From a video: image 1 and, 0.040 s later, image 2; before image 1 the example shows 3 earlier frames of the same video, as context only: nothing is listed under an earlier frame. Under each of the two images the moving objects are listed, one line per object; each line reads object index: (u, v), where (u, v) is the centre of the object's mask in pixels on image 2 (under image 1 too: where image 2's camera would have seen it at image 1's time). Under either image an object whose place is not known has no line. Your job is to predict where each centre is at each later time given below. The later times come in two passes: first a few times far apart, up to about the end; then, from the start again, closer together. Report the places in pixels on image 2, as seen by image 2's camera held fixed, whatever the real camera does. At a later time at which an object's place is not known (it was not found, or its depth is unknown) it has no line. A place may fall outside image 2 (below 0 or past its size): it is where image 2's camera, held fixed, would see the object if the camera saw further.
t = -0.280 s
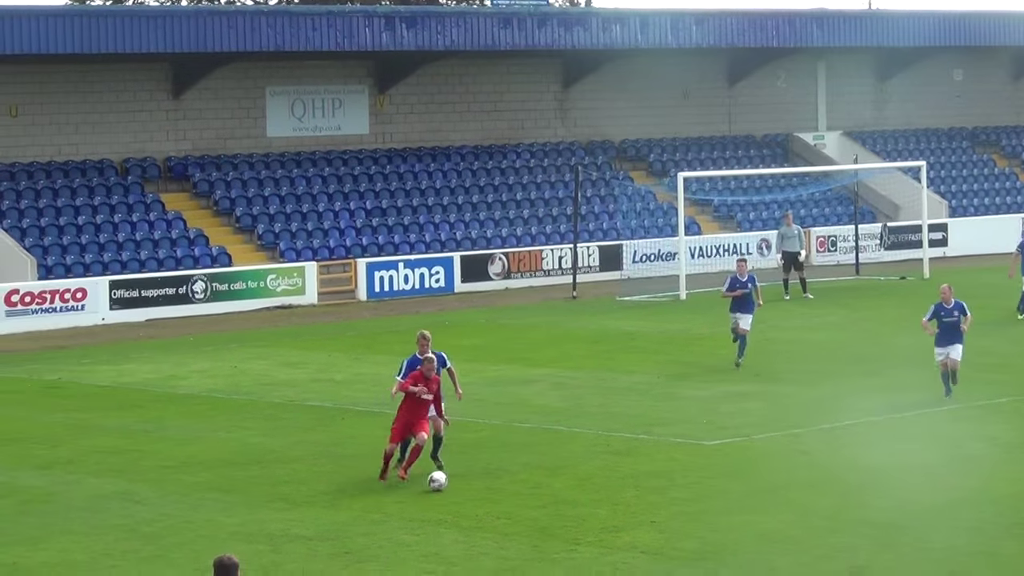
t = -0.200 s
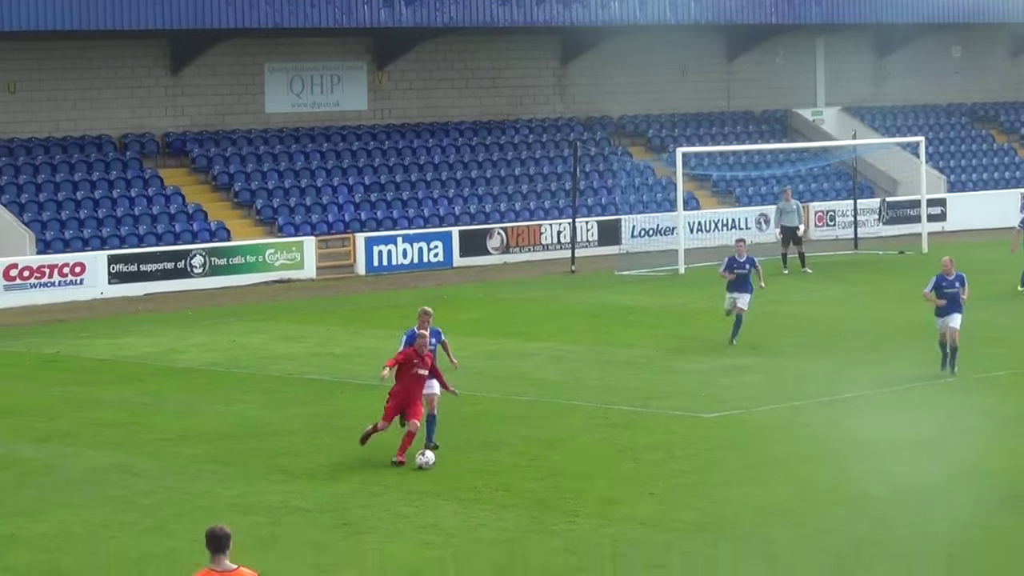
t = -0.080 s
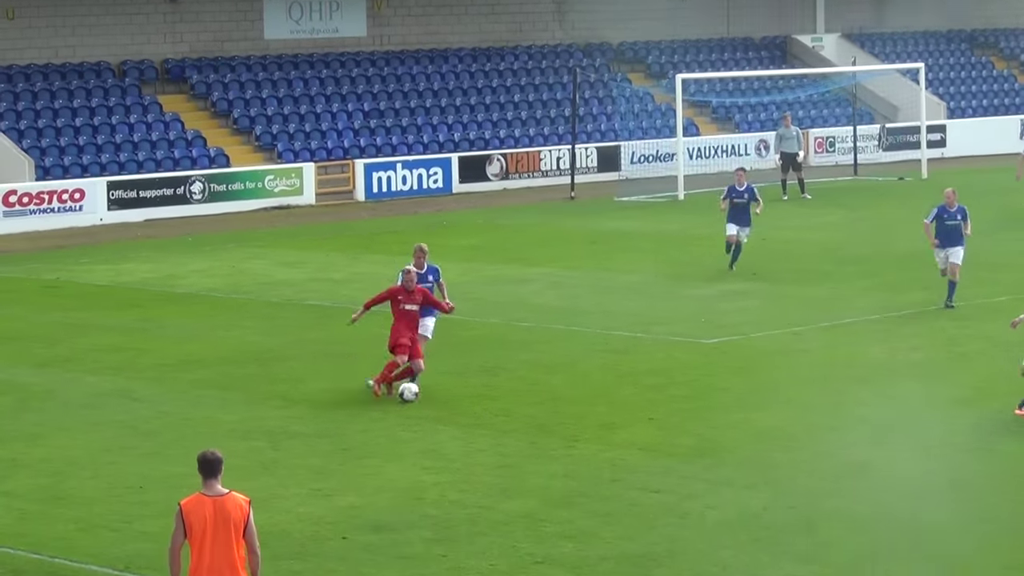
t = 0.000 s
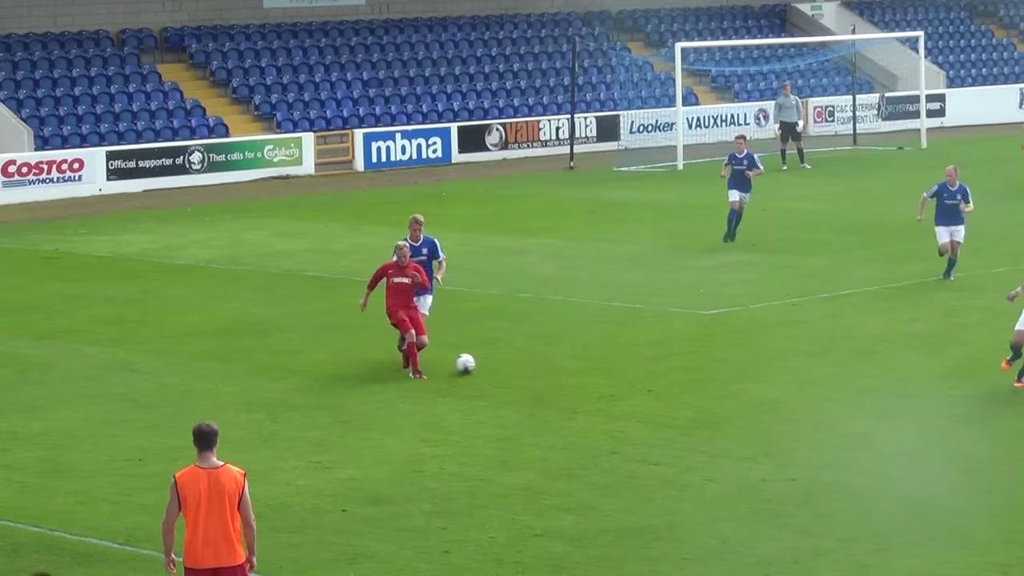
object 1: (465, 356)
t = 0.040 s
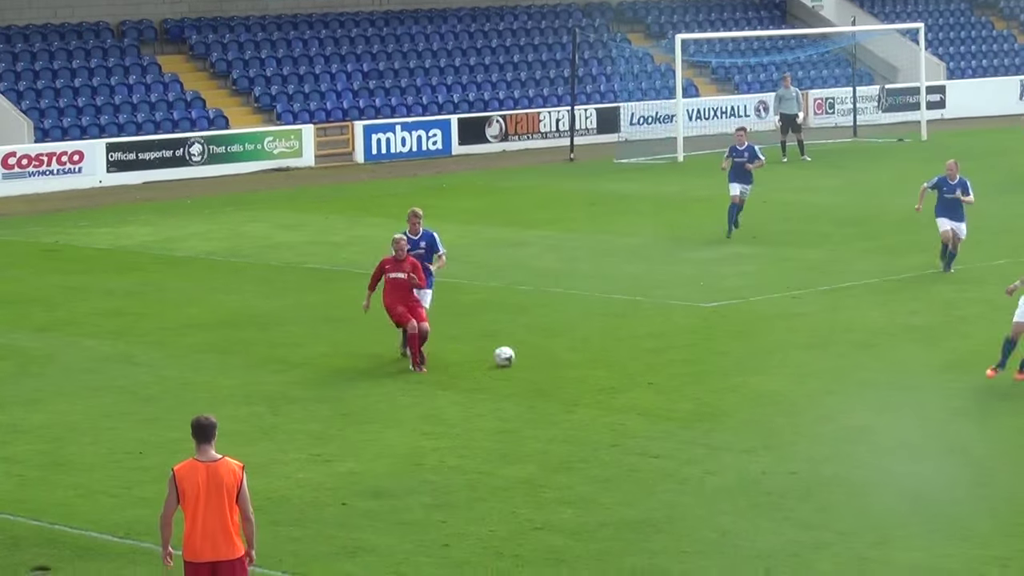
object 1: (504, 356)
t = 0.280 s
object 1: (699, 355)
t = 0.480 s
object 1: (821, 357)
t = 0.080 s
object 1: (542, 356)
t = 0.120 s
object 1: (577, 356)
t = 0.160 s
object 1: (610, 355)
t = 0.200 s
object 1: (640, 354)
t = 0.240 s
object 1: (670, 354)
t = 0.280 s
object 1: (699, 355)
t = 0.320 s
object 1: (726, 355)
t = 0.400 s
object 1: (773, 354)
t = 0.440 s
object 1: (798, 355)
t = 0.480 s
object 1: (821, 357)
